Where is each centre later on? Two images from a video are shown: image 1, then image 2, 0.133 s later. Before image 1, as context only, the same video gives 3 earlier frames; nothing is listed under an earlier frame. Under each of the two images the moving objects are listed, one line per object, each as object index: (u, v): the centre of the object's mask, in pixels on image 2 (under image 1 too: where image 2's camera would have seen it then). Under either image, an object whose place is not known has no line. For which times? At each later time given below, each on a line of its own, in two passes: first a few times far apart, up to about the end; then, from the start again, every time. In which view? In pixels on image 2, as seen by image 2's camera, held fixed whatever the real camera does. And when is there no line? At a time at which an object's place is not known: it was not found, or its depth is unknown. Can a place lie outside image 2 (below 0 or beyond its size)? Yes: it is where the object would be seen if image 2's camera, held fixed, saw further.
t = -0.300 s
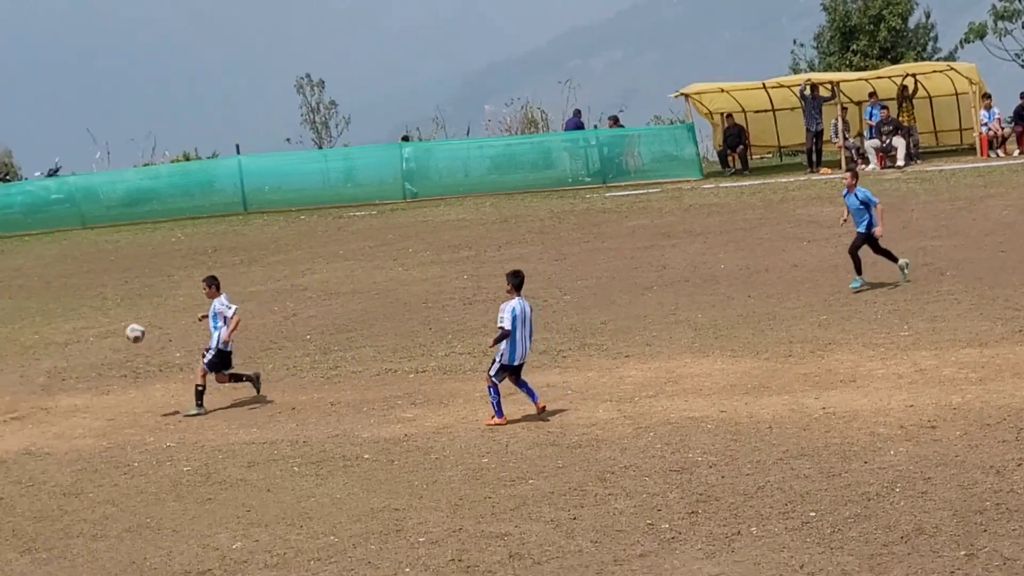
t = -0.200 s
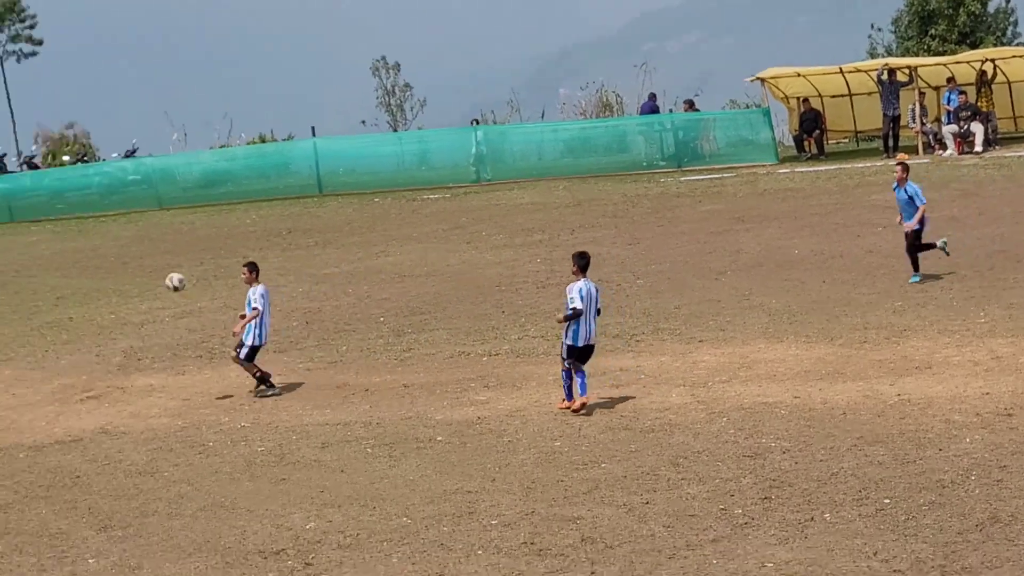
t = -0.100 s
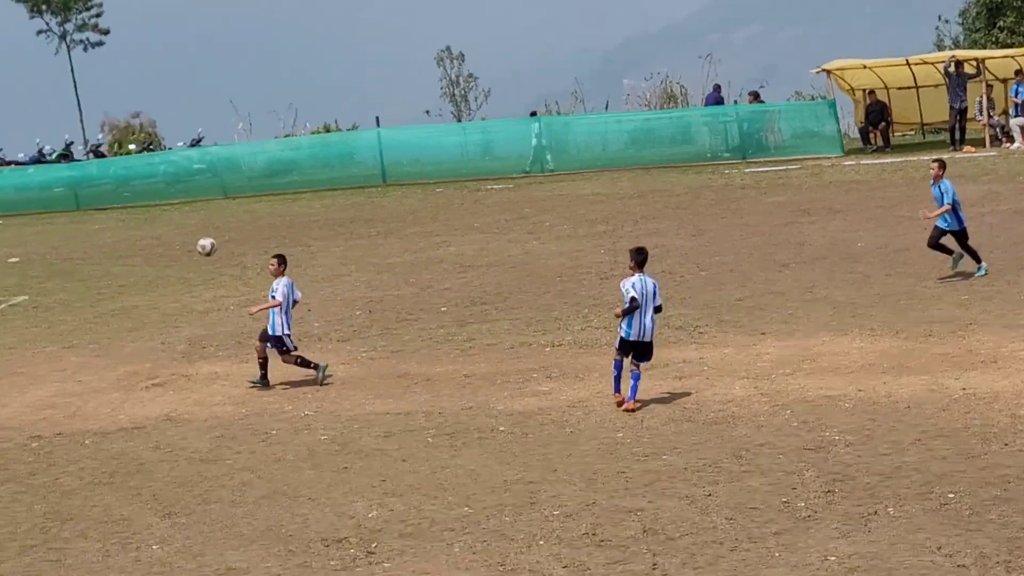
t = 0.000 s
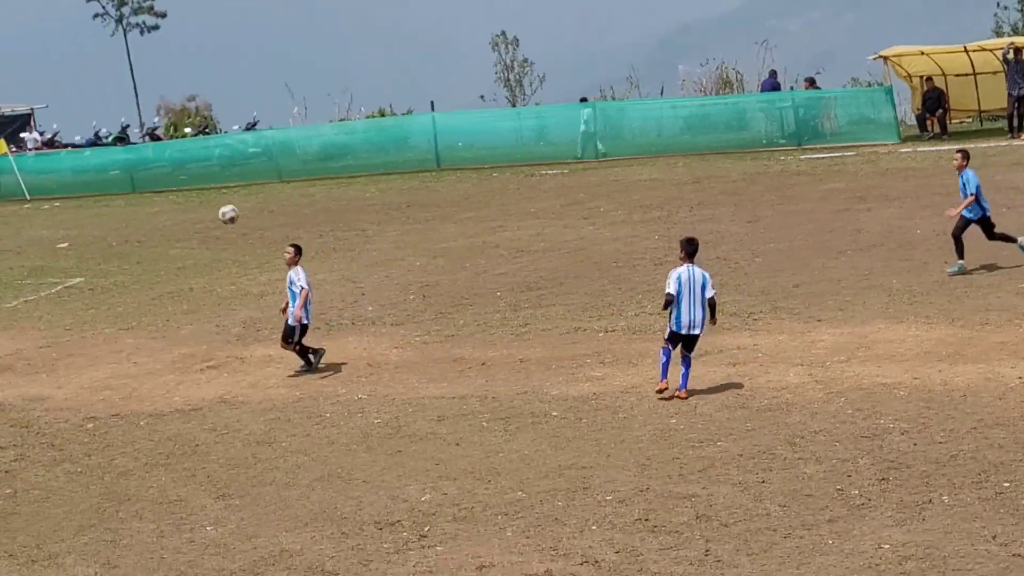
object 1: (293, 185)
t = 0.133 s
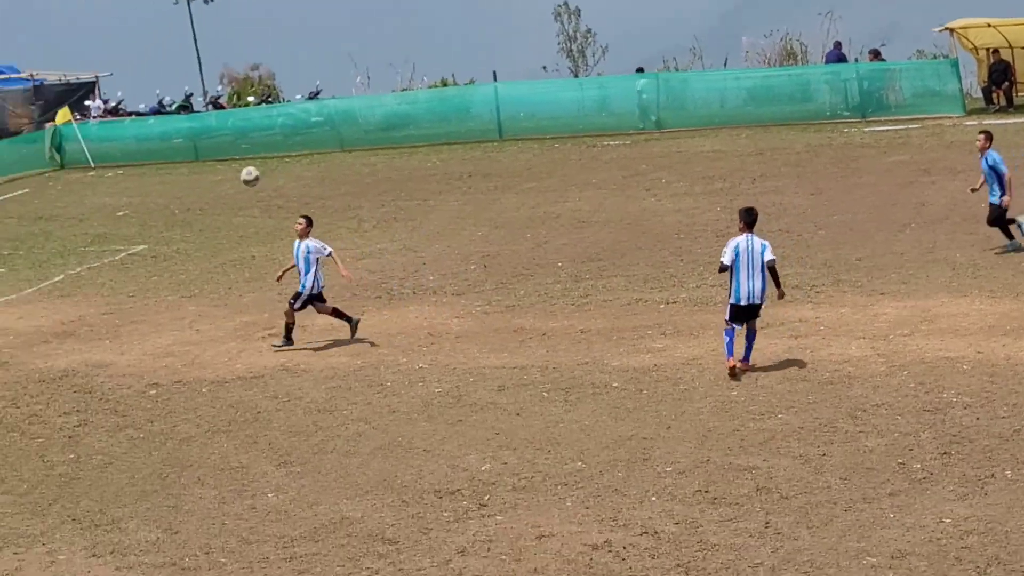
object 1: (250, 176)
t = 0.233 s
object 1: (219, 179)
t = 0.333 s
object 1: (189, 193)
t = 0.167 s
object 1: (240, 176)
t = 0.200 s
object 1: (229, 178)
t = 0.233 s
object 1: (219, 179)
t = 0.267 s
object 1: (209, 183)
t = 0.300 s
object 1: (199, 188)
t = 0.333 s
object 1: (189, 193)
